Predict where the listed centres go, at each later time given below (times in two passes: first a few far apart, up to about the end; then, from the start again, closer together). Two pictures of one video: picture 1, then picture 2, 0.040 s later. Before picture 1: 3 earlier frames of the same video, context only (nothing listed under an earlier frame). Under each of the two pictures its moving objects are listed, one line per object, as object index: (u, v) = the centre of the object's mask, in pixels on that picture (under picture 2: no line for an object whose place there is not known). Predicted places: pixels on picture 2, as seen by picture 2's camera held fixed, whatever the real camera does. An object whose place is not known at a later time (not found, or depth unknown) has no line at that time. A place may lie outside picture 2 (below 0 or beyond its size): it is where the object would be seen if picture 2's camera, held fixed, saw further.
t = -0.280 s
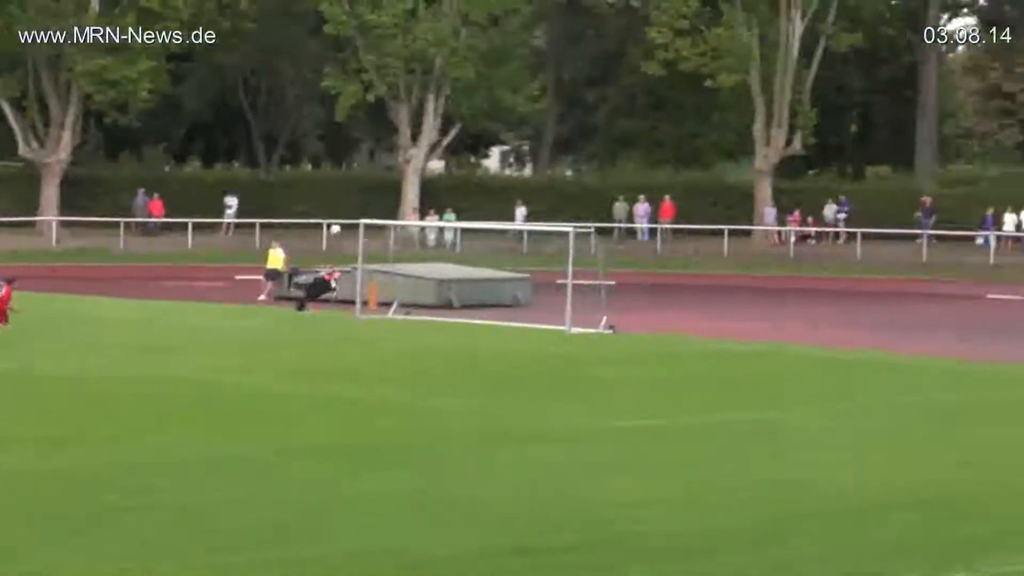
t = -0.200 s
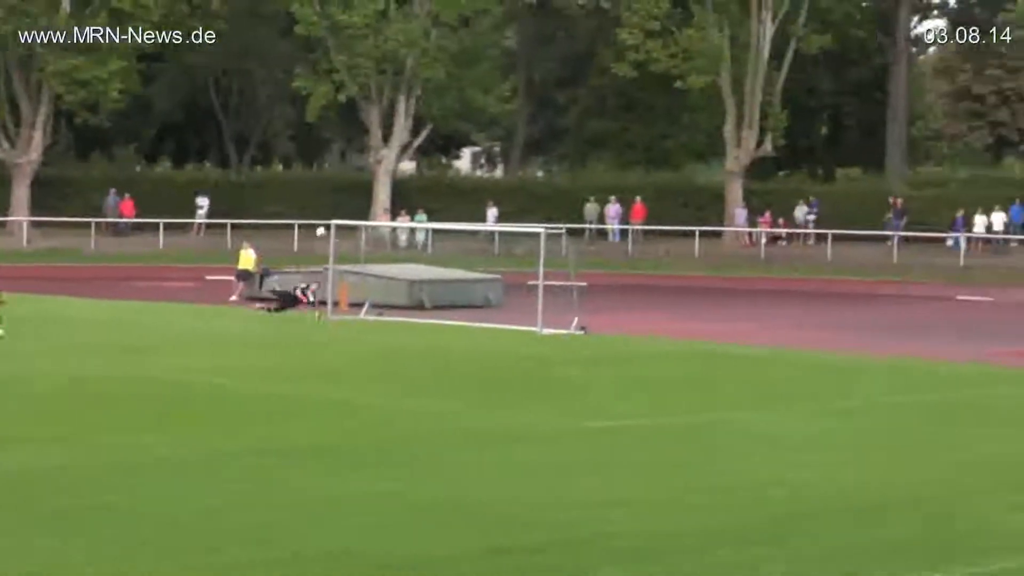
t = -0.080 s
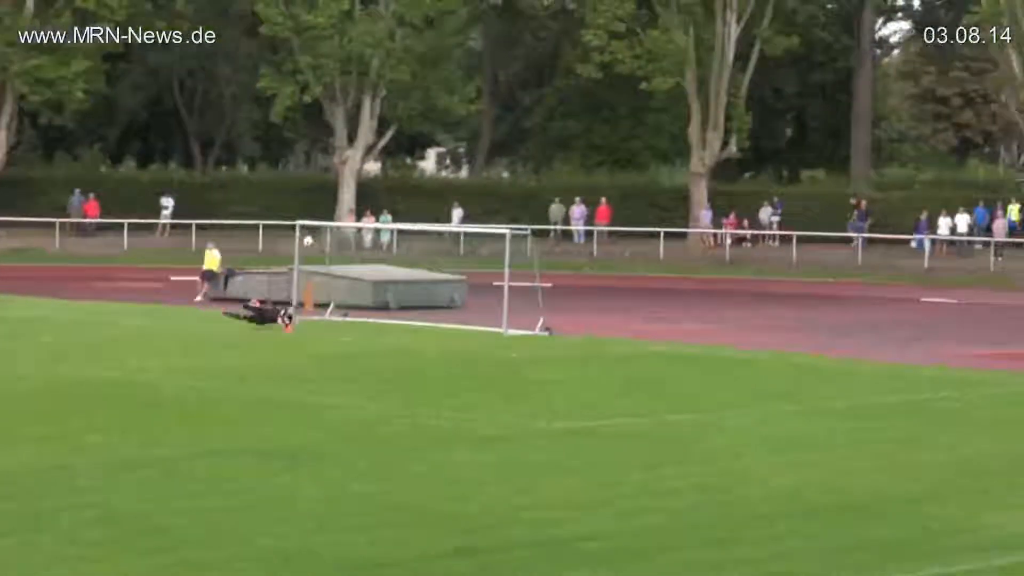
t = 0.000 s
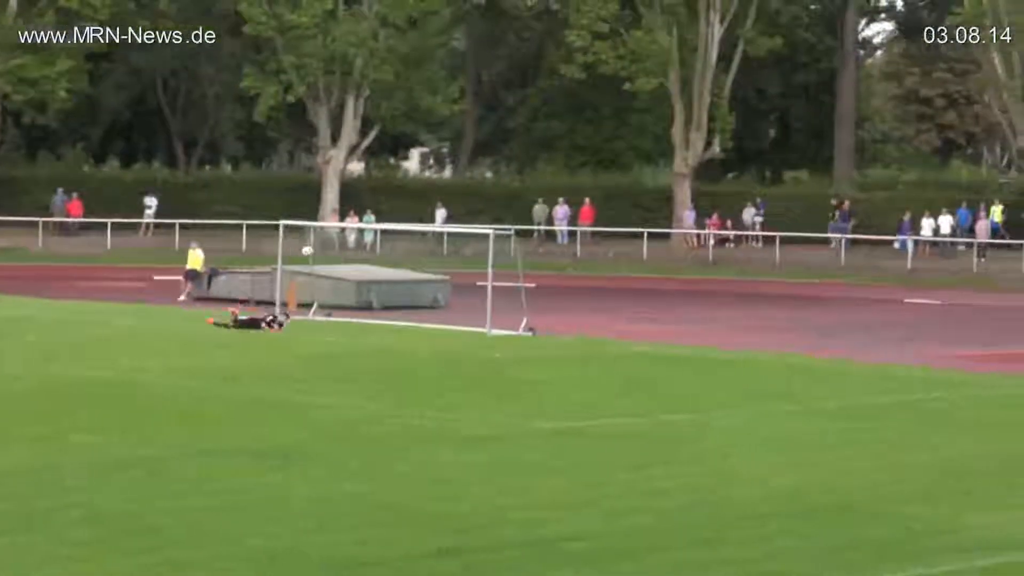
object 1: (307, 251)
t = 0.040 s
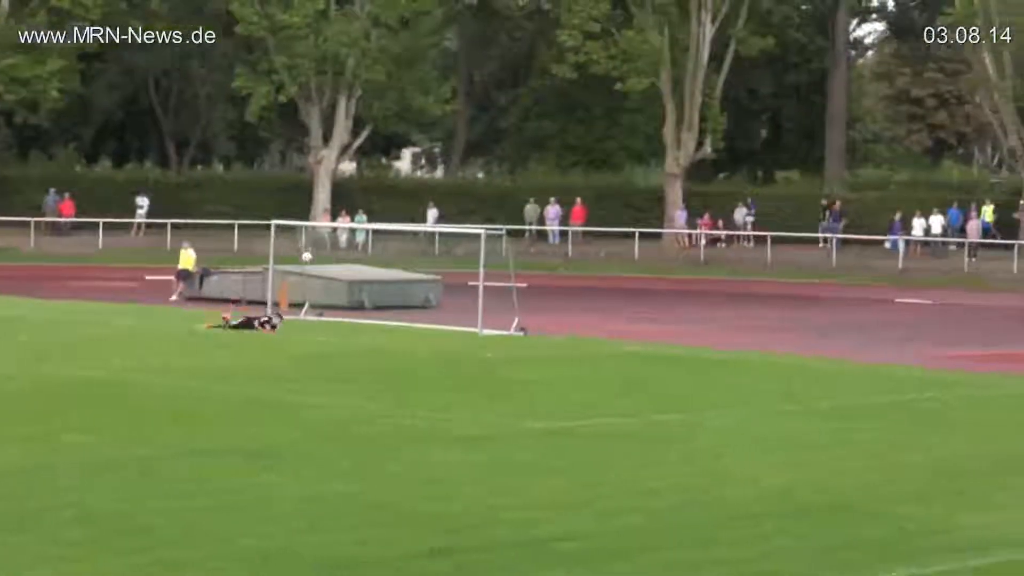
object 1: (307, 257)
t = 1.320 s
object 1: (542, 378)
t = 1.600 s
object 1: (581, 379)
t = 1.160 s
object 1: (517, 371)
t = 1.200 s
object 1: (524, 380)
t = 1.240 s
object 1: (531, 387)
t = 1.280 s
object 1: (537, 382)
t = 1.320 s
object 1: (542, 378)
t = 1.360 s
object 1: (547, 375)
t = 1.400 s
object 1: (553, 374)
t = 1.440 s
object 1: (559, 373)
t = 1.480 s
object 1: (564, 373)
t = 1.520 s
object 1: (570, 374)
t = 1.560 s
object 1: (575, 377)
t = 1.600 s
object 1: (581, 379)
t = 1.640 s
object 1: (586, 383)
